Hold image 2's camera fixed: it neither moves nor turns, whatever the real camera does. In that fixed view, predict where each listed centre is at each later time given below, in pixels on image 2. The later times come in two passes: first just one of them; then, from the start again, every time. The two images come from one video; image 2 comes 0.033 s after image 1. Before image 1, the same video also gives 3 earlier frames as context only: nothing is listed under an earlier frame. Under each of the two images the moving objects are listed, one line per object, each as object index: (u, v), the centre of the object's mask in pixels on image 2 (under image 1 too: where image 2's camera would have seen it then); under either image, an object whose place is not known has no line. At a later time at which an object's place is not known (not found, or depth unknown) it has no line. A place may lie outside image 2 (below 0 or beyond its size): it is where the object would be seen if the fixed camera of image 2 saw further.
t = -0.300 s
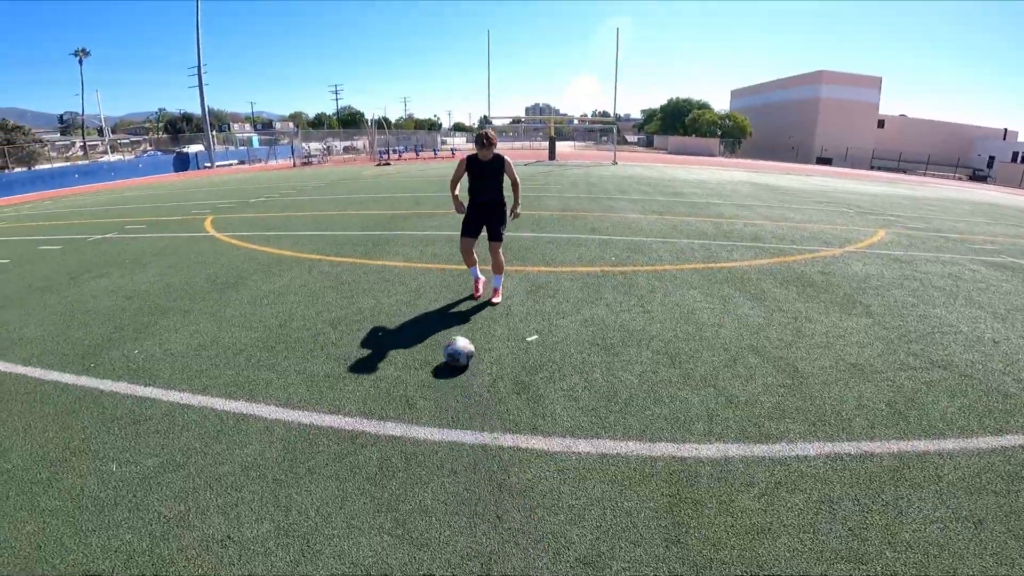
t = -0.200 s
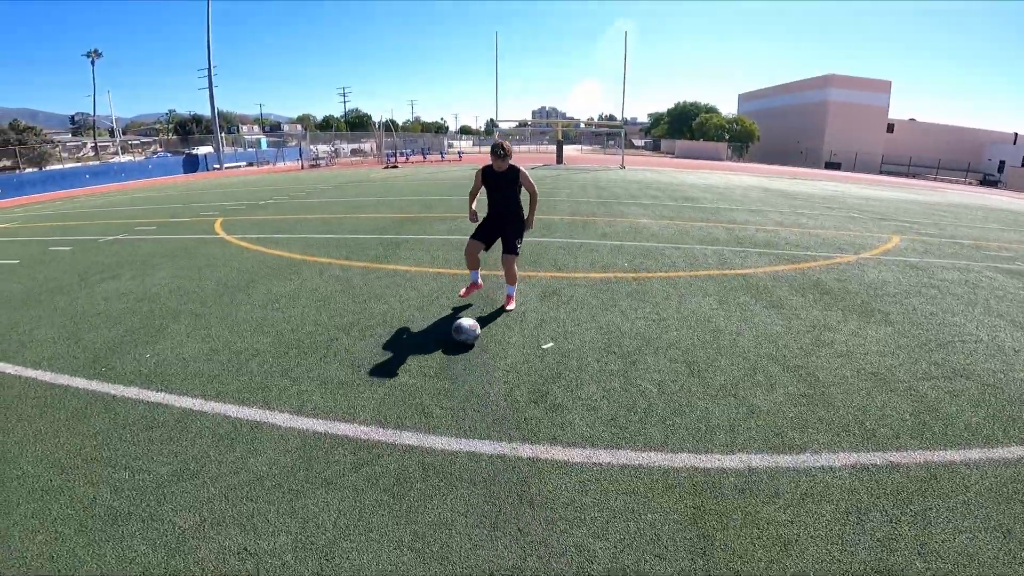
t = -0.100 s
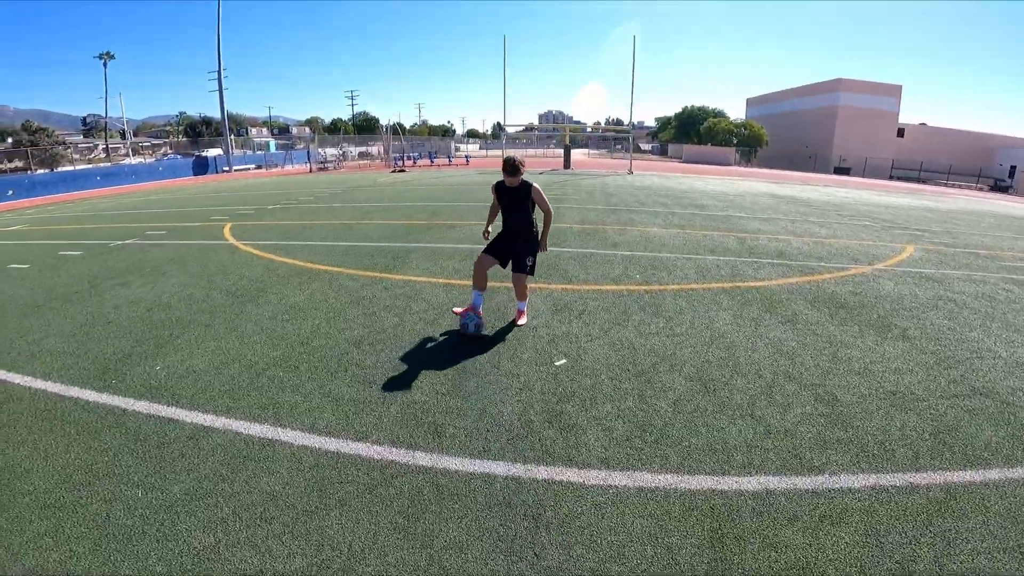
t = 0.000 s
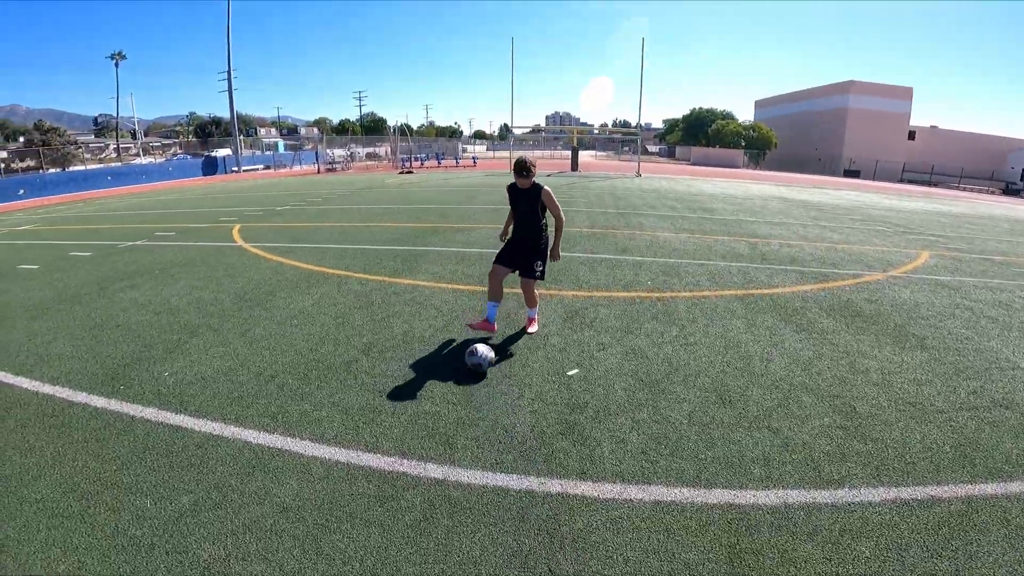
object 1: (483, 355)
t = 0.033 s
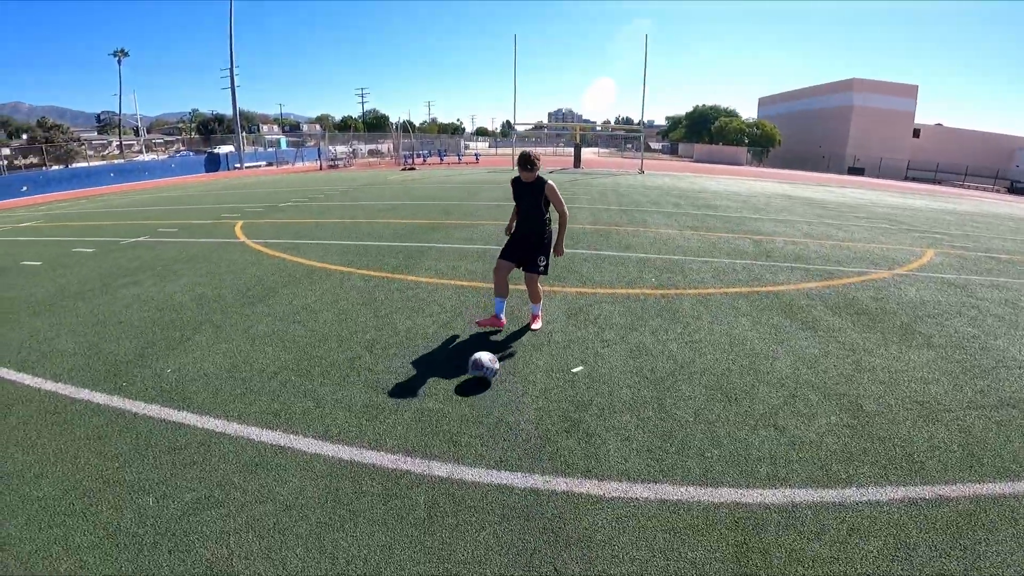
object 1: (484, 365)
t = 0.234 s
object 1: (486, 456)
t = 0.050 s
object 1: (484, 372)
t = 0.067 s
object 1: (484, 380)
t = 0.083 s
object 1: (484, 388)
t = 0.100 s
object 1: (484, 395)
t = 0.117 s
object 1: (484, 399)
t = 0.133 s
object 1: (485, 406)
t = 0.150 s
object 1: (485, 412)
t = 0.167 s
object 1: (485, 420)
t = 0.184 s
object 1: (485, 428)
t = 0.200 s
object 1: (485, 438)
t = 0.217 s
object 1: (486, 448)
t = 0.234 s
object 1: (486, 456)
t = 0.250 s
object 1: (486, 464)
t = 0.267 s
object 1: (486, 474)
